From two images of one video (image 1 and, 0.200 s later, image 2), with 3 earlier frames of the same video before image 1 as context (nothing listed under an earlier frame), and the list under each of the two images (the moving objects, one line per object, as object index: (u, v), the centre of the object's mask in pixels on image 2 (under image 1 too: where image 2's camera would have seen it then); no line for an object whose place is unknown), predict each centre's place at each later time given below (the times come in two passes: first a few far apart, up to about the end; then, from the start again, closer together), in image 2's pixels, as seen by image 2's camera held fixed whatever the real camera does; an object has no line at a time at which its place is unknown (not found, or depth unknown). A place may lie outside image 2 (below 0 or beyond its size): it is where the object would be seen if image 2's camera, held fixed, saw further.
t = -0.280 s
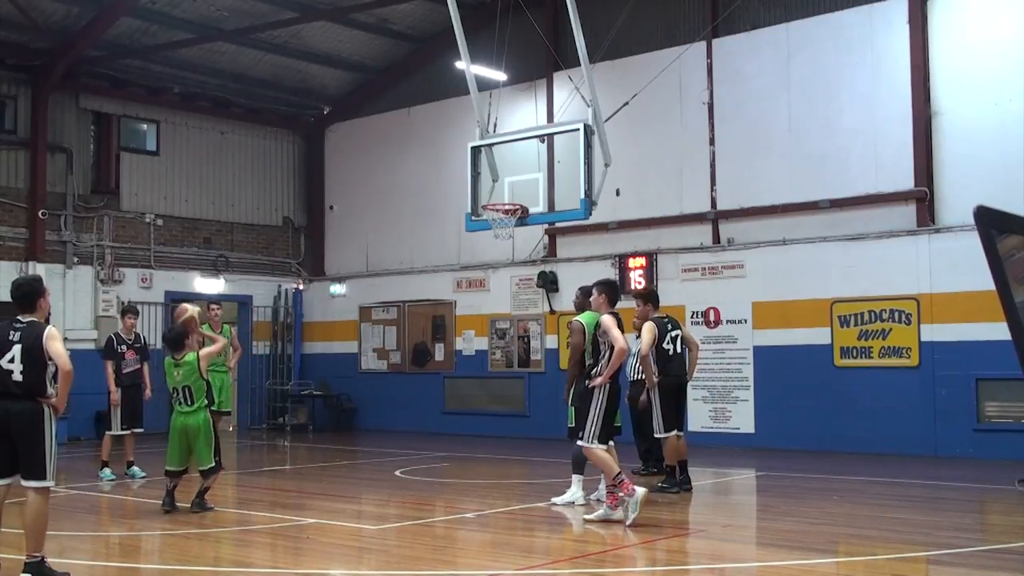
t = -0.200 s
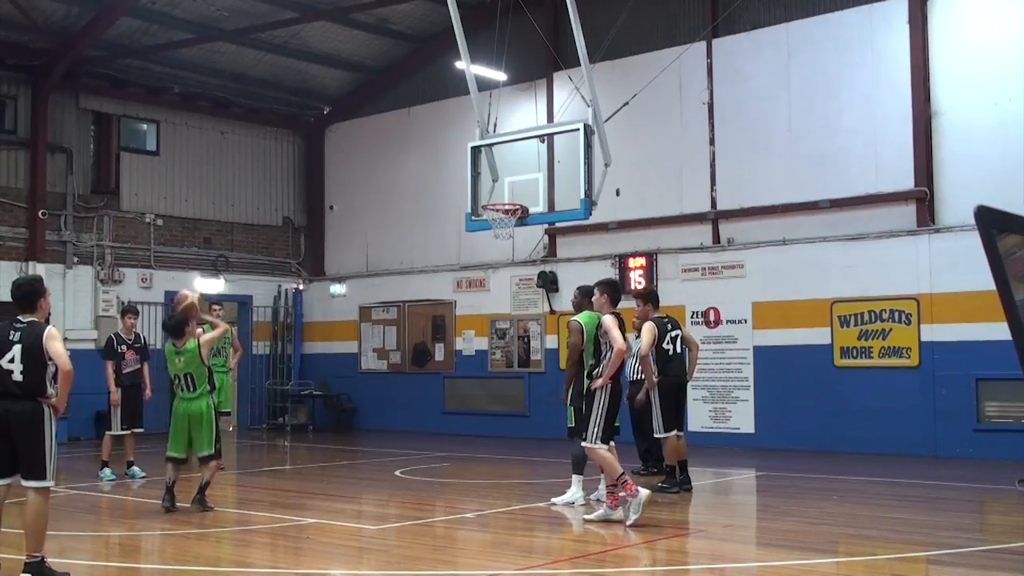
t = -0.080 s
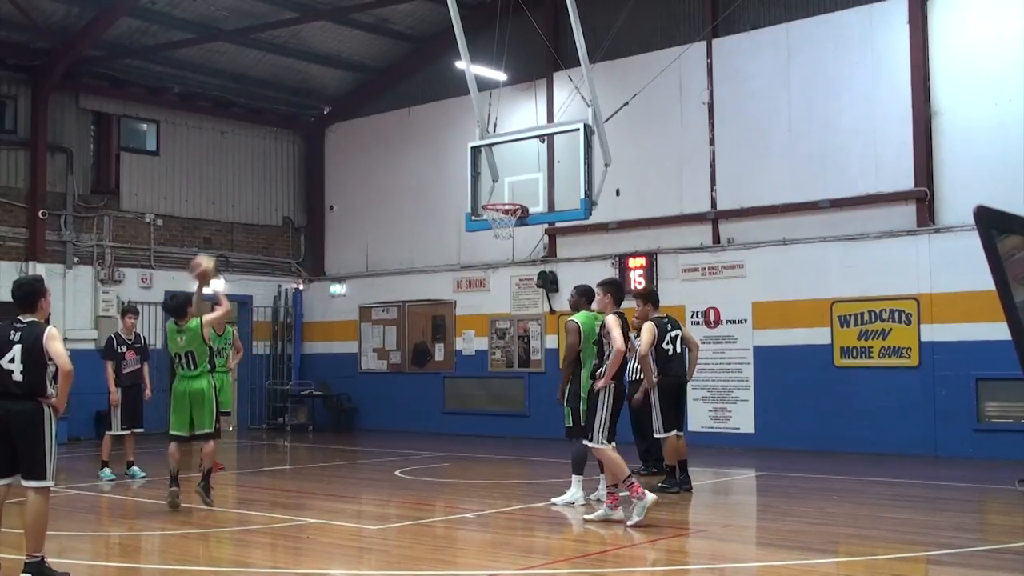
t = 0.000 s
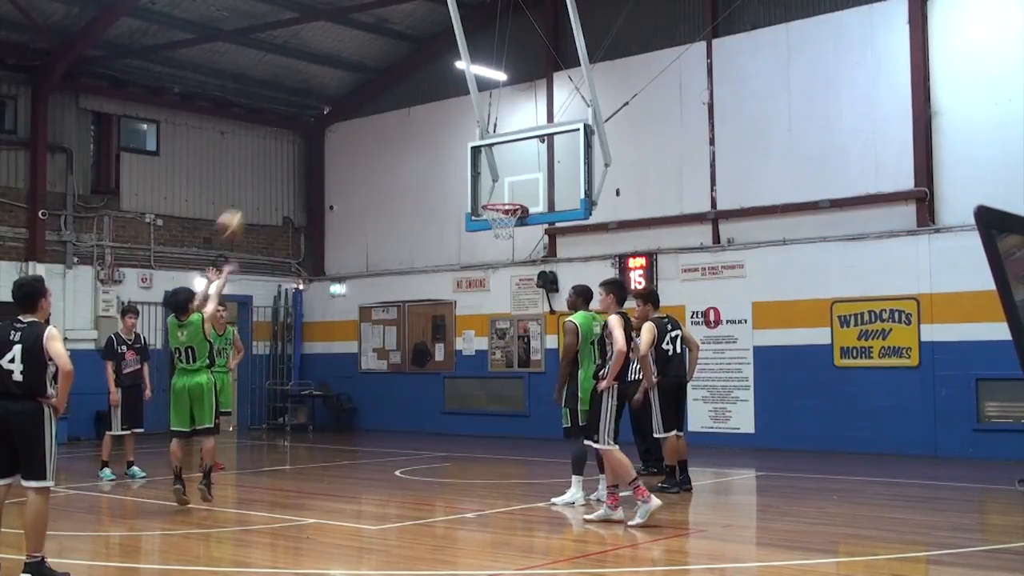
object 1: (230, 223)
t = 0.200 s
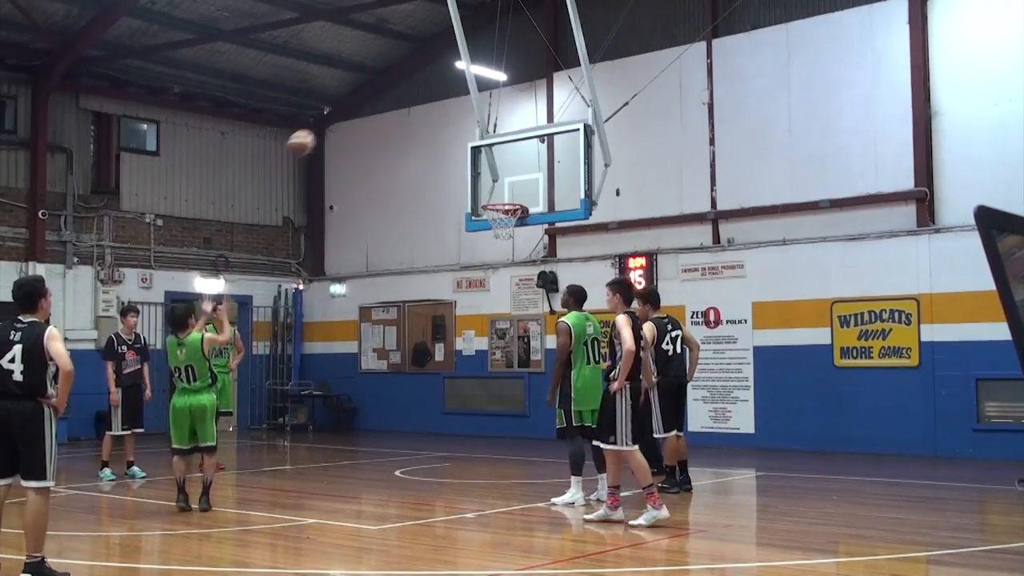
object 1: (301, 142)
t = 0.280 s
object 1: (326, 124)
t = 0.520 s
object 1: (396, 107)
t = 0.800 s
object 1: (465, 152)
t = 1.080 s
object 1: (498, 213)
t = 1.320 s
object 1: (505, 230)
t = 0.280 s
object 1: (326, 124)
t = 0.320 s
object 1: (338, 116)
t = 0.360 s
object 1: (351, 112)
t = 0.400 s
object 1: (363, 108)
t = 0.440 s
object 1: (374, 106)
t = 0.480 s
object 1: (385, 106)
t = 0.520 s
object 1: (396, 107)
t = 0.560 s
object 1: (406, 109)
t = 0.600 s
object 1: (417, 113)
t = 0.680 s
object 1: (437, 125)
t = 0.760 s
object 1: (455, 142)
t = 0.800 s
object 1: (465, 152)
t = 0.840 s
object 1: (475, 163)
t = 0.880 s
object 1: (483, 175)
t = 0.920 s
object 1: (492, 189)
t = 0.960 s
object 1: (501, 200)
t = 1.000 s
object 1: (505, 206)
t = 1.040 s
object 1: (505, 207)
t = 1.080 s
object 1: (498, 213)
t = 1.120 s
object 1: (493, 215)
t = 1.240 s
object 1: (496, 222)
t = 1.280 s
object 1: (502, 225)
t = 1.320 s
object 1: (505, 230)
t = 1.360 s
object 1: (508, 232)
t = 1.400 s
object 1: (512, 239)
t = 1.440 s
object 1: (514, 245)
